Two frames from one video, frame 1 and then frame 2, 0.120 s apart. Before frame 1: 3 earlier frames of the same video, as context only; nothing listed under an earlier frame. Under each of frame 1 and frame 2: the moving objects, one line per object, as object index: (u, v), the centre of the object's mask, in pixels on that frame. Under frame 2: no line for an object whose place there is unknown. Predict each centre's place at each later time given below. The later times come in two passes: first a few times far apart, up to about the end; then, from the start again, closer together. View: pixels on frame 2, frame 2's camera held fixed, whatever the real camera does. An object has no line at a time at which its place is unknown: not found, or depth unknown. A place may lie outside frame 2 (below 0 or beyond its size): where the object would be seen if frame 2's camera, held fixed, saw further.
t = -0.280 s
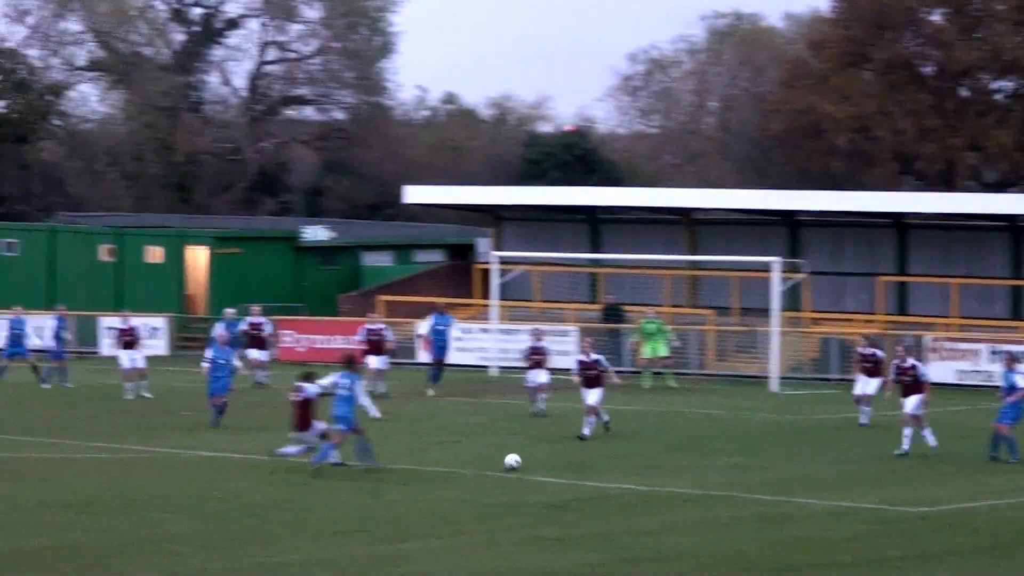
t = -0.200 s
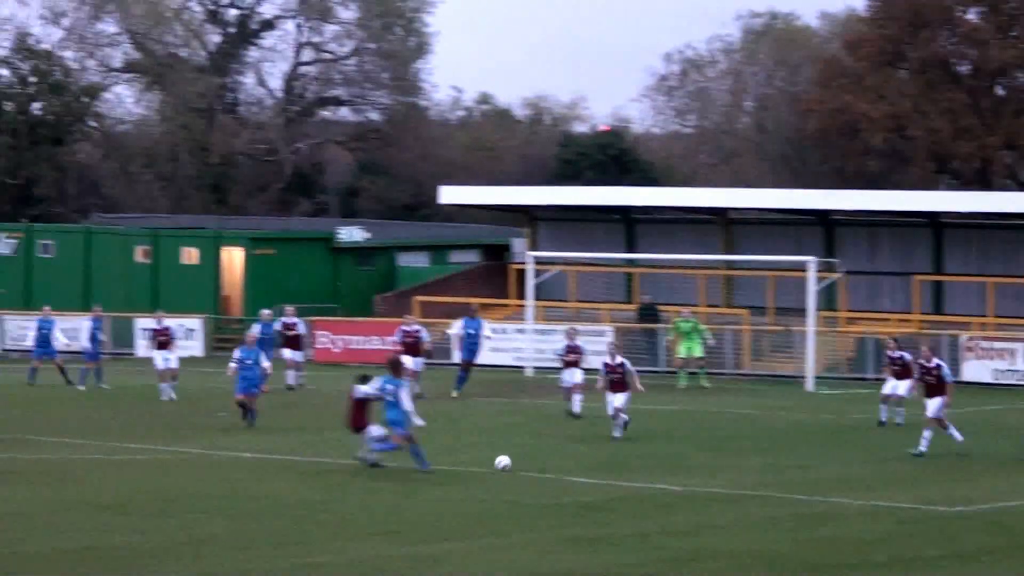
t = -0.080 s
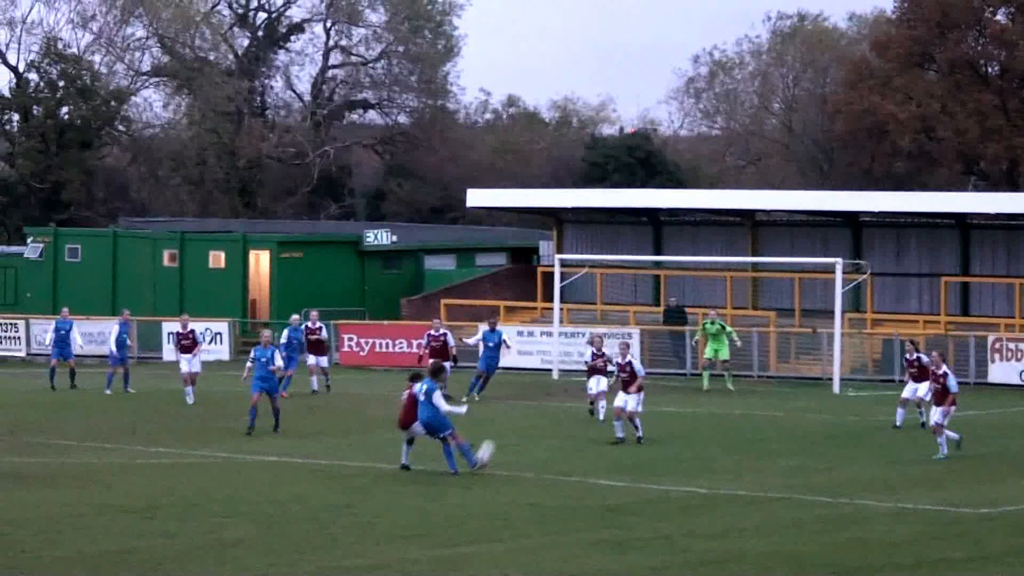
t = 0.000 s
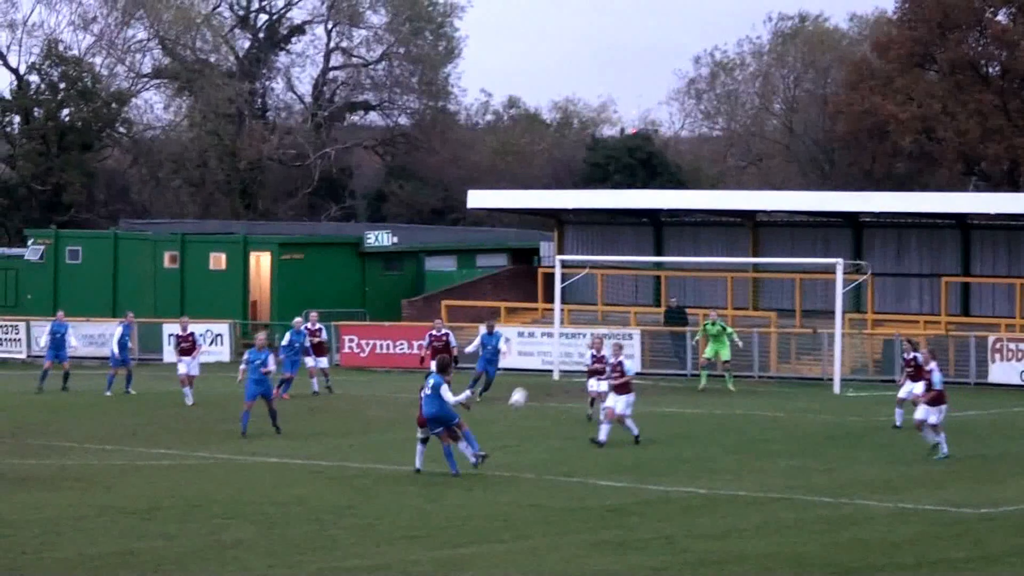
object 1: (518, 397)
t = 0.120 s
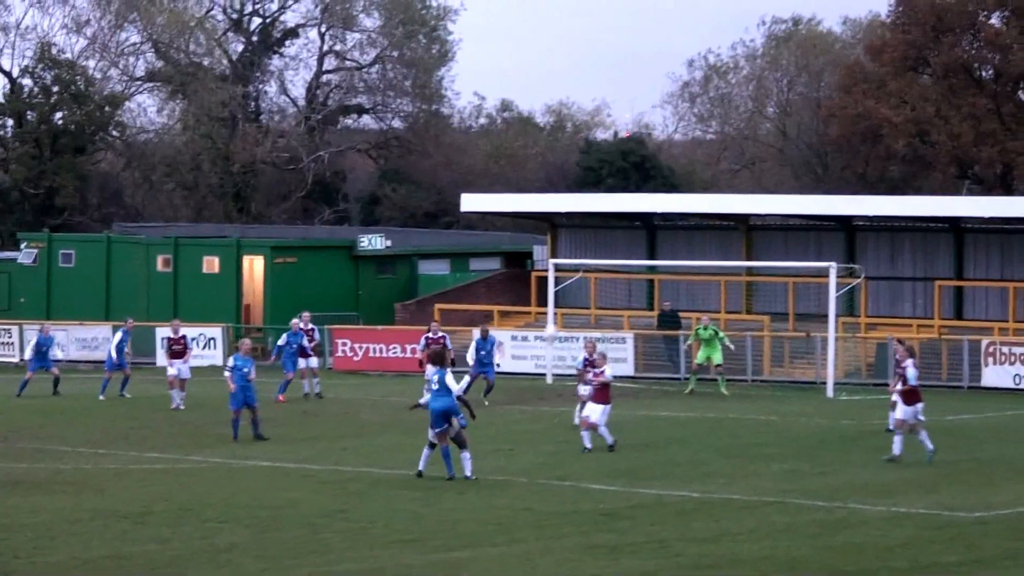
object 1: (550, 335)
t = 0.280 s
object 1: (587, 267)
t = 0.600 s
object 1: (630, 205)
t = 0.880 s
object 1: (642, 206)
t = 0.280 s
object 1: (587, 267)
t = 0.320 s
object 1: (595, 254)
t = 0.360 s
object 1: (602, 243)
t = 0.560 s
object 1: (627, 208)
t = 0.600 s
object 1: (630, 205)
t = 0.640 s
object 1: (633, 200)
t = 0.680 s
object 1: (635, 198)
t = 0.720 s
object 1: (638, 197)
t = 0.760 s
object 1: (639, 197)
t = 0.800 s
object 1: (640, 198)
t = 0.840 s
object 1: (642, 201)
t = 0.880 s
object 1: (642, 206)
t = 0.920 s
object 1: (642, 209)
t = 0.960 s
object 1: (643, 214)
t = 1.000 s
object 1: (642, 218)
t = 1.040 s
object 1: (642, 224)
